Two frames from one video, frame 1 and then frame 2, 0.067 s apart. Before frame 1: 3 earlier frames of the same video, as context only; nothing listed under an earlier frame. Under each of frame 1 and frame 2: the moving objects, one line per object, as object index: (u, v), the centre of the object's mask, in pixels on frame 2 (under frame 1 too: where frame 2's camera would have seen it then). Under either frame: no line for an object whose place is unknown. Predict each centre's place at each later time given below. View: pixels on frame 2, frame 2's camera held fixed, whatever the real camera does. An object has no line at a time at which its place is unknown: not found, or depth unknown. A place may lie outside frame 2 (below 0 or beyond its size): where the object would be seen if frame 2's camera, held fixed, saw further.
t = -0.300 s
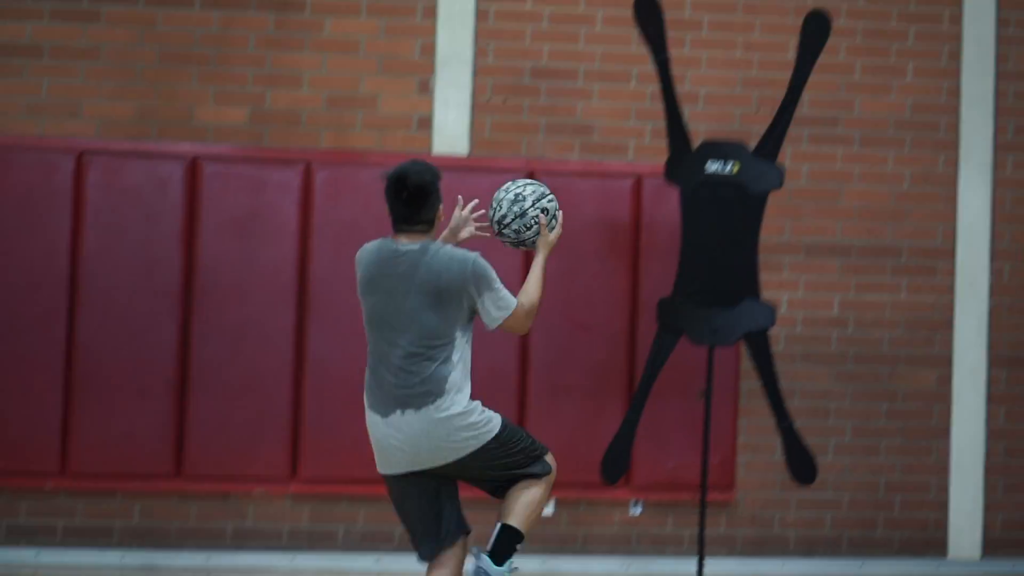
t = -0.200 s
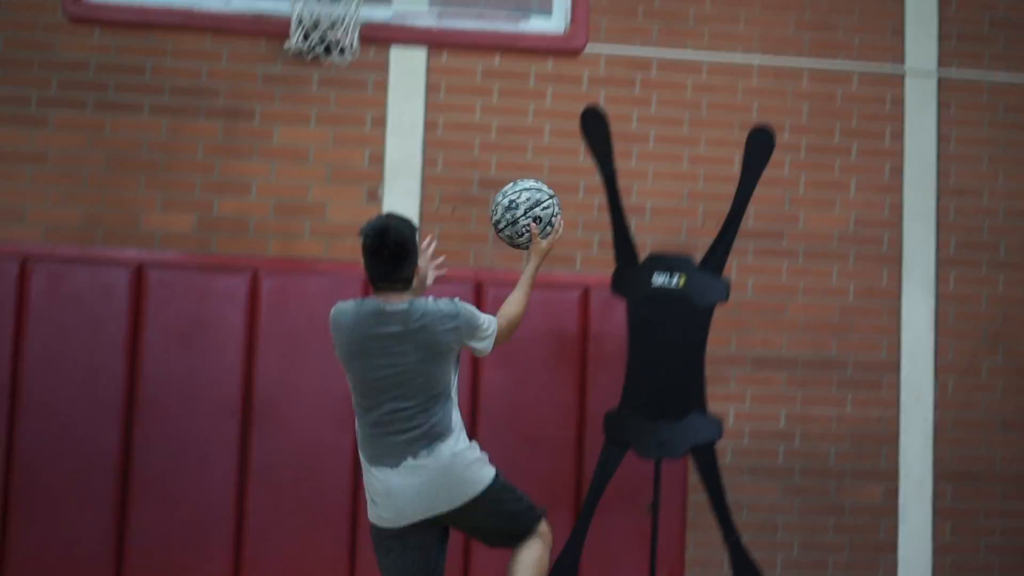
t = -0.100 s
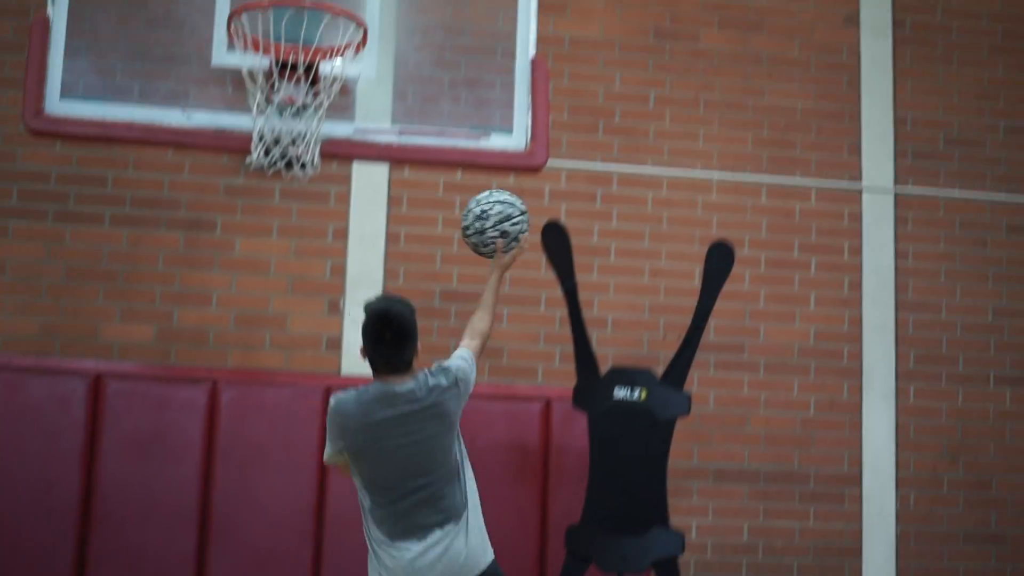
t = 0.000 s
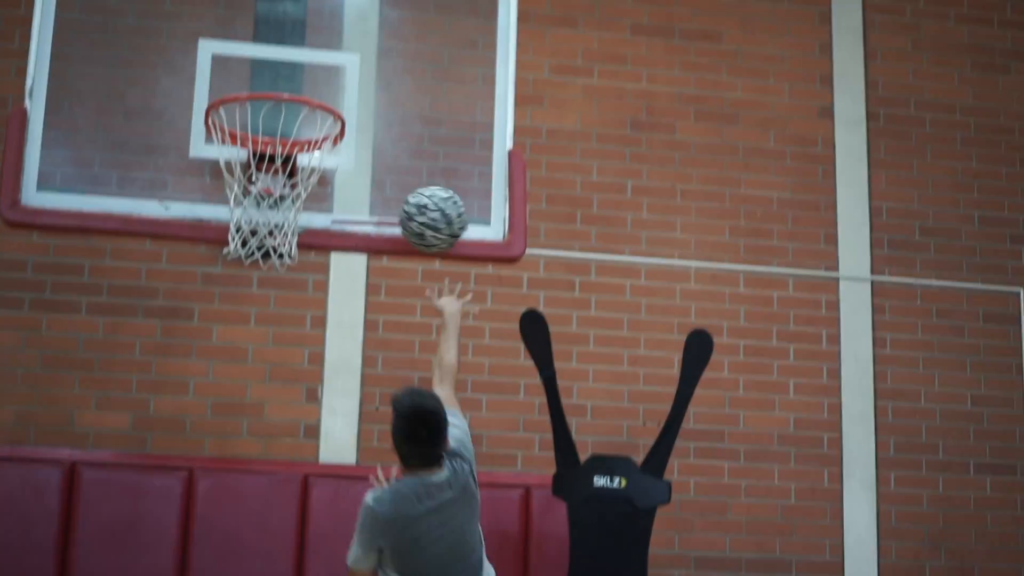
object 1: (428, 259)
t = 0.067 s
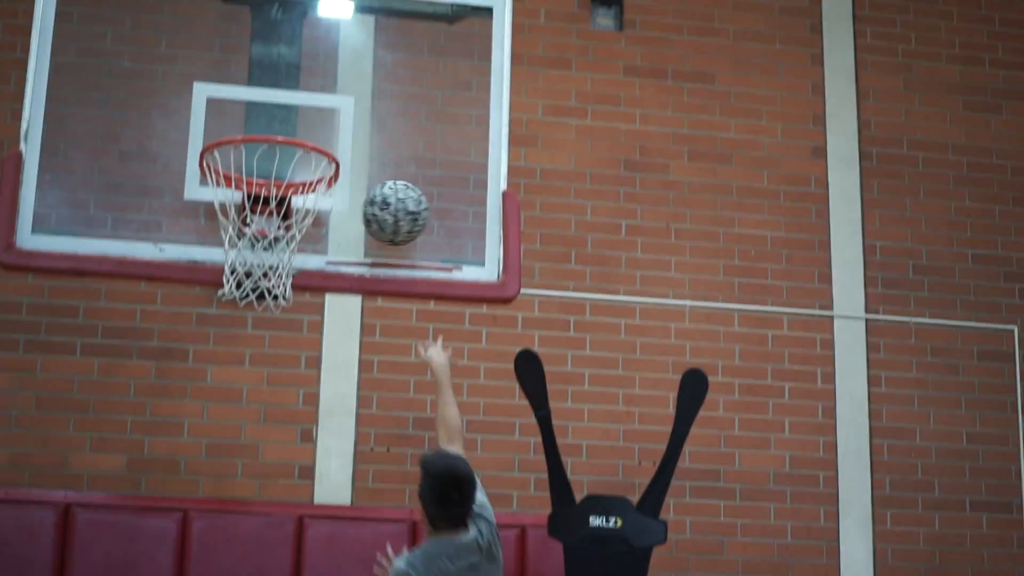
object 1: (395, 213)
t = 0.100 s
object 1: (378, 195)
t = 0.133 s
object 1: (364, 180)
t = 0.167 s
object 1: (352, 167)
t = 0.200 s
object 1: (332, 156)
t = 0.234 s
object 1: (322, 150)
